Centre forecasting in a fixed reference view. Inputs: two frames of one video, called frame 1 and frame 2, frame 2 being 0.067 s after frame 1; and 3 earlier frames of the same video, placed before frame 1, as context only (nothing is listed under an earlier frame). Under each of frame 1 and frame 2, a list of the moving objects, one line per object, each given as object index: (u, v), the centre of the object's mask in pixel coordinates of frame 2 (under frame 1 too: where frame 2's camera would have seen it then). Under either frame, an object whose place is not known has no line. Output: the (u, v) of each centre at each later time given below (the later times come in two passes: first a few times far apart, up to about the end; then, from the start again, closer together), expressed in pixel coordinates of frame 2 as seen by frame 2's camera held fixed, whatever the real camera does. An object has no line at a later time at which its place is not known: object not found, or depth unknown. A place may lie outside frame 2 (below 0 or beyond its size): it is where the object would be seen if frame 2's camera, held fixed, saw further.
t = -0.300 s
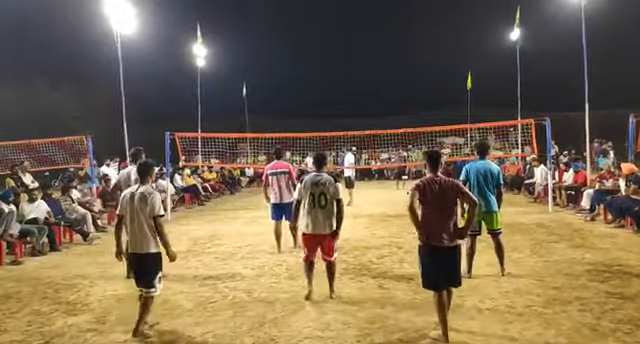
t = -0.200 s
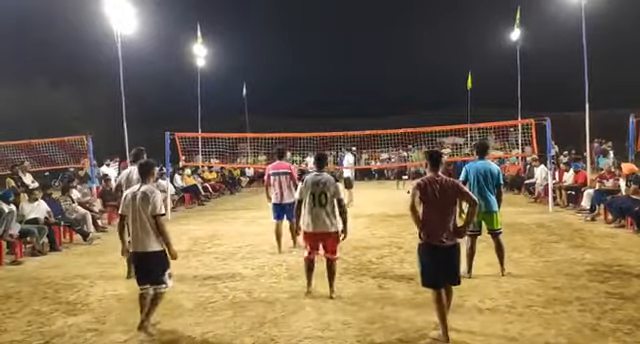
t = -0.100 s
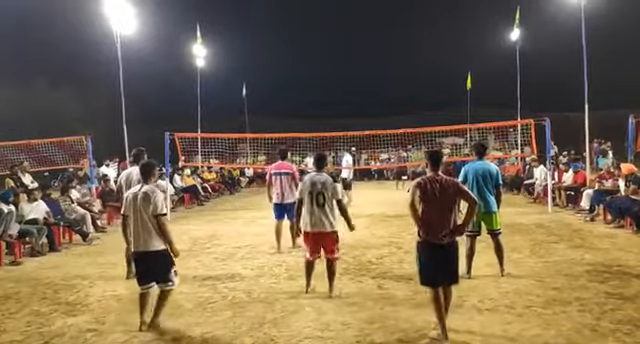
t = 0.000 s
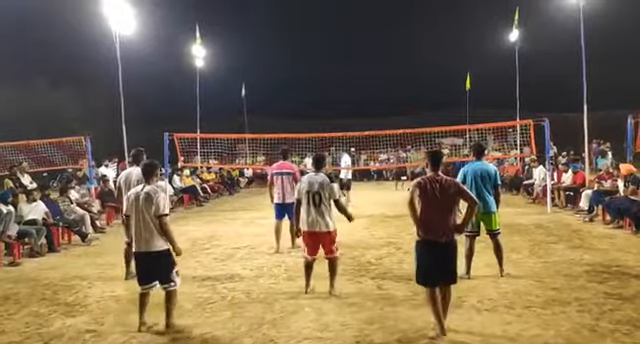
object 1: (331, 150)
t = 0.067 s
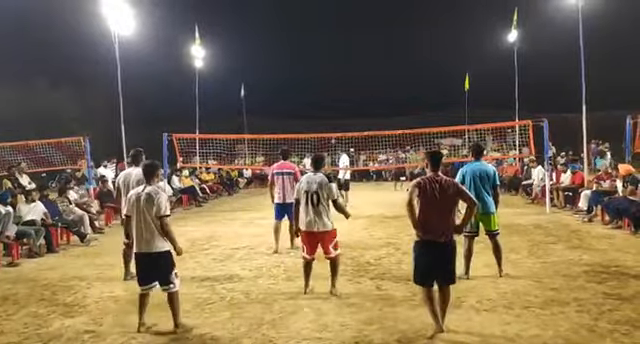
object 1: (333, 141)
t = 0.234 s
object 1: (337, 121)
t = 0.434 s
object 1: (343, 102)
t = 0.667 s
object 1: (350, 89)
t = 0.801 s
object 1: (354, 90)
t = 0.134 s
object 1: (335, 131)
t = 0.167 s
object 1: (335, 128)
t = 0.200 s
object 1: (336, 125)
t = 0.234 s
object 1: (337, 121)
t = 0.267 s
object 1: (338, 117)
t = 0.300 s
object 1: (339, 114)
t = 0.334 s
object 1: (340, 111)
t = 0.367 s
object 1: (341, 107)
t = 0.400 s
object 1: (342, 105)
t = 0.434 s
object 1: (343, 102)
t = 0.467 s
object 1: (344, 99)
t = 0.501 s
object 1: (345, 97)
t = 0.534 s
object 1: (345, 95)
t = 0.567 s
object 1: (347, 93)
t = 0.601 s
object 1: (348, 91)
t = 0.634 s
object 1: (348, 90)
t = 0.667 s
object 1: (350, 89)
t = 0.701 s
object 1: (351, 88)
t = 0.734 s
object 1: (352, 89)
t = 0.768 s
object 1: (353, 89)
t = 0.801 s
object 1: (354, 90)
